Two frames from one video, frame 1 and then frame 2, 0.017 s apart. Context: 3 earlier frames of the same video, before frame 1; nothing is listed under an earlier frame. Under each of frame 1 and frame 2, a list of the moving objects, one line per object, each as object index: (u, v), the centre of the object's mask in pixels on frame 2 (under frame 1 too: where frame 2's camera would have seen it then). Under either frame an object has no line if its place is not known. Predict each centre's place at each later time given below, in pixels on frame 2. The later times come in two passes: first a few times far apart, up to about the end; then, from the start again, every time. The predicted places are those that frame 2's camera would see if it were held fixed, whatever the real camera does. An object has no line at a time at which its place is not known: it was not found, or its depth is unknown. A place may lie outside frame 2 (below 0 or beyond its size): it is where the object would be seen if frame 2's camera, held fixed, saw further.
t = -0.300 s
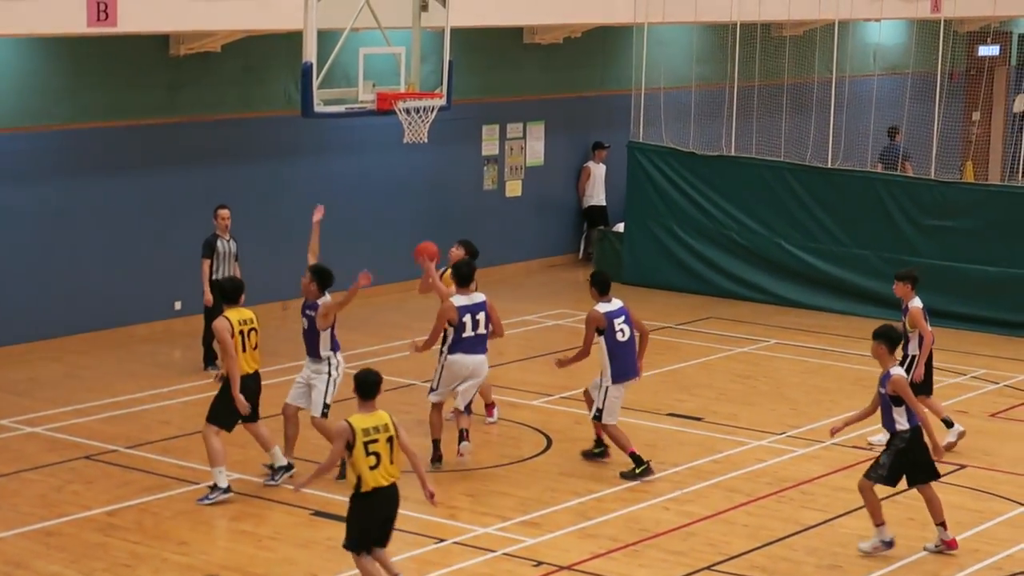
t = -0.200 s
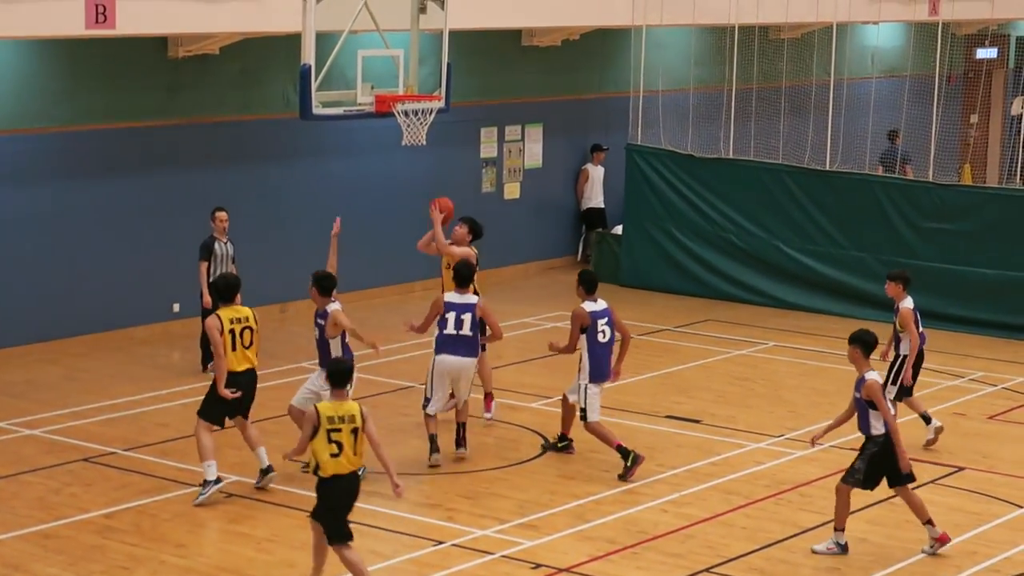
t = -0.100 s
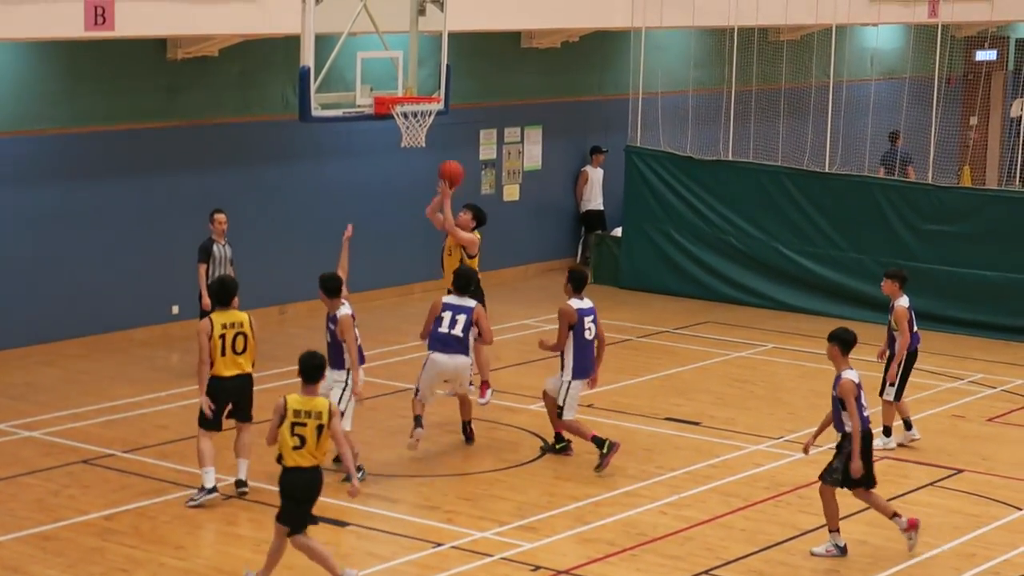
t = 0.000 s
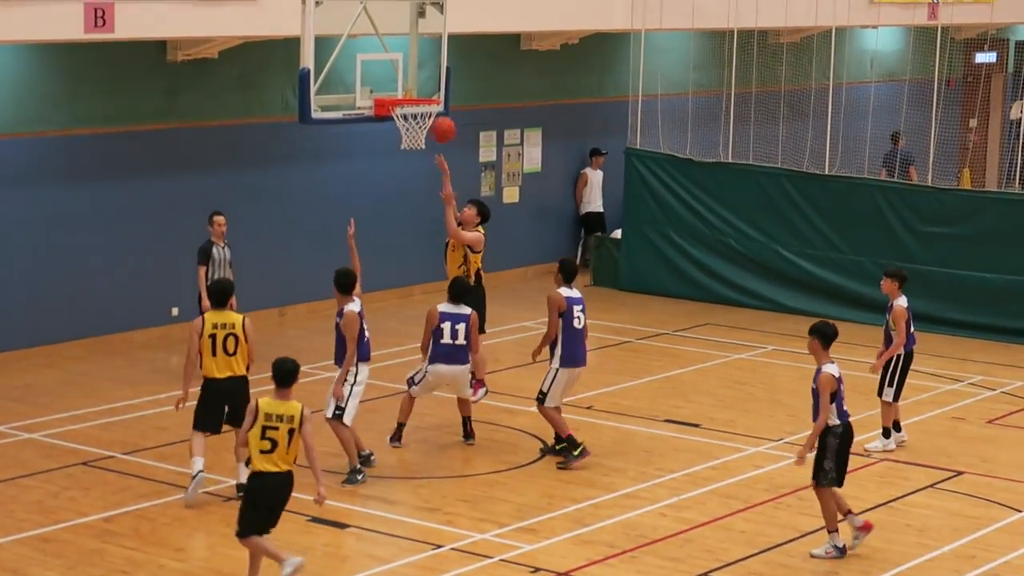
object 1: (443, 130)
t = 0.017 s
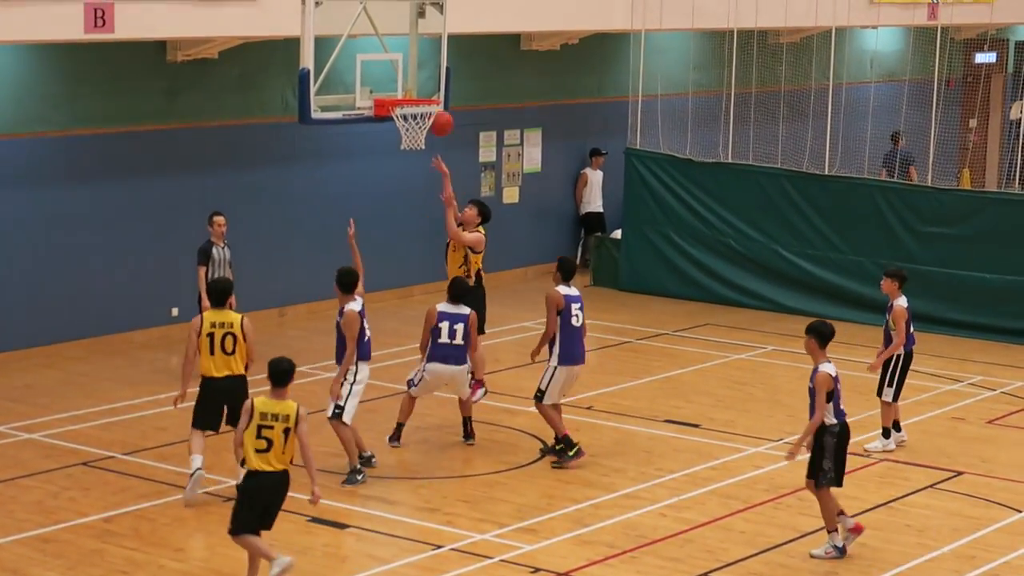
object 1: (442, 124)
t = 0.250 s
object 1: (413, 61)
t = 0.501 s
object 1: (410, 85)
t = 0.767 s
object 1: (407, 106)
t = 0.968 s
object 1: (421, 149)
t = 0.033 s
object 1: (442, 118)
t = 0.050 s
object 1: (442, 112)
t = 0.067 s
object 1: (436, 100)
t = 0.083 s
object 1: (430, 93)
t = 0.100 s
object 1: (428, 90)
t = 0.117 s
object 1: (425, 86)
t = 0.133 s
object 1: (423, 81)
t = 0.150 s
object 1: (420, 77)
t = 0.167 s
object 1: (418, 72)
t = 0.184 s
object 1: (415, 68)
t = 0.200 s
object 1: (413, 64)
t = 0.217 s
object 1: (413, 63)
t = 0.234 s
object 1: (413, 62)
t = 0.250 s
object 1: (413, 61)
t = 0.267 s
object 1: (413, 61)
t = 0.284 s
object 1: (412, 60)
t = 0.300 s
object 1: (412, 60)
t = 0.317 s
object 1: (412, 61)
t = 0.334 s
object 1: (412, 61)
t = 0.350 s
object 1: (412, 62)
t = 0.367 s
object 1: (412, 63)
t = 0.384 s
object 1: (412, 64)
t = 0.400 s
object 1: (411, 67)
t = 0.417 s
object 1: (411, 69)
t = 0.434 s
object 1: (411, 71)
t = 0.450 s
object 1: (411, 74)
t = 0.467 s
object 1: (411, 77)
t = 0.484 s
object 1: (411, 81)
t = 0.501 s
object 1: (410, 85)
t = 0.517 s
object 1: (410, 88)
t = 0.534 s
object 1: (410, 88)
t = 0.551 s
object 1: (410, 88)
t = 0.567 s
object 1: (410, 87)
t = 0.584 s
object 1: (409, 87)
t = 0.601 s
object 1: (409, 87)
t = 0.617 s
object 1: (409, 88)
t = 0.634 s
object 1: (409, 88)
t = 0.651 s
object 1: (409, 89)
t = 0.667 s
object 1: (408, 90)
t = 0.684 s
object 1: (408, 91)
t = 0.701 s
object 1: (408, 92)
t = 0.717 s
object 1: (408, 96)
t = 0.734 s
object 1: (408, 99)
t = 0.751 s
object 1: (407, 102)
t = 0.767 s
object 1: (407, 106)
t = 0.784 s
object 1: (408, 108)
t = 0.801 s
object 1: (410, 112)
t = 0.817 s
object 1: (410, 115)
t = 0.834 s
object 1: (411, 116)
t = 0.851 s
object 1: (413, 118)
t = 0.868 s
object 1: (414, 122)
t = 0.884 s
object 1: (415, 125)
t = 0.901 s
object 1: (417, 126)
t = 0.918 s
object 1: (417, 133)
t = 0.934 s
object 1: (418, 134)
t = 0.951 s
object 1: (420, 142)
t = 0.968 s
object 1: (421, 149)
